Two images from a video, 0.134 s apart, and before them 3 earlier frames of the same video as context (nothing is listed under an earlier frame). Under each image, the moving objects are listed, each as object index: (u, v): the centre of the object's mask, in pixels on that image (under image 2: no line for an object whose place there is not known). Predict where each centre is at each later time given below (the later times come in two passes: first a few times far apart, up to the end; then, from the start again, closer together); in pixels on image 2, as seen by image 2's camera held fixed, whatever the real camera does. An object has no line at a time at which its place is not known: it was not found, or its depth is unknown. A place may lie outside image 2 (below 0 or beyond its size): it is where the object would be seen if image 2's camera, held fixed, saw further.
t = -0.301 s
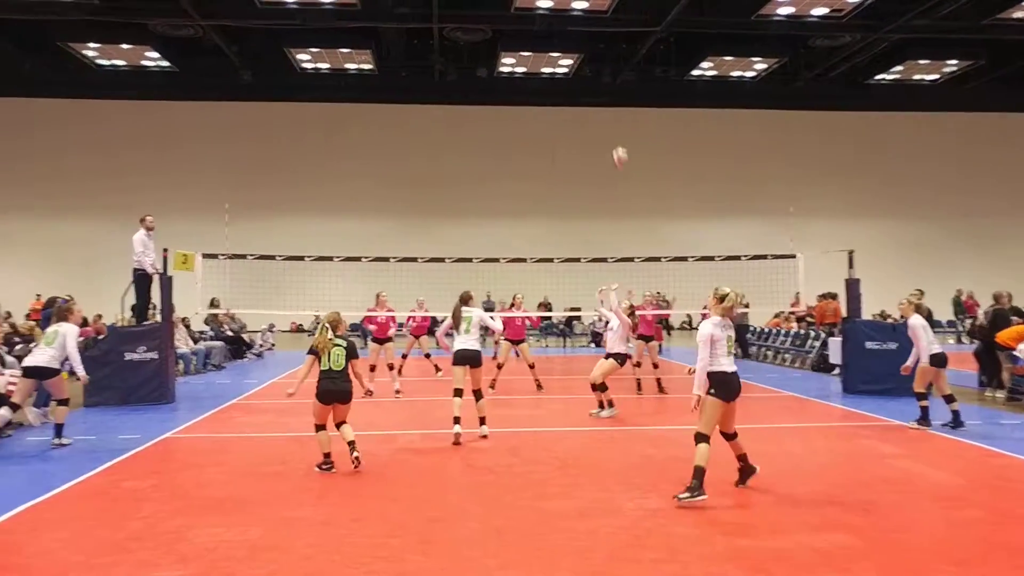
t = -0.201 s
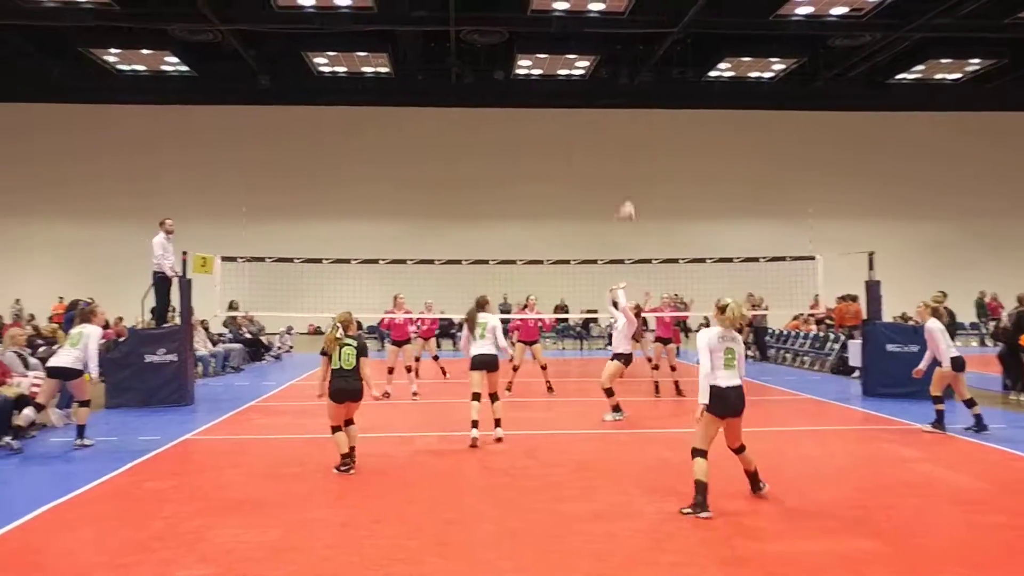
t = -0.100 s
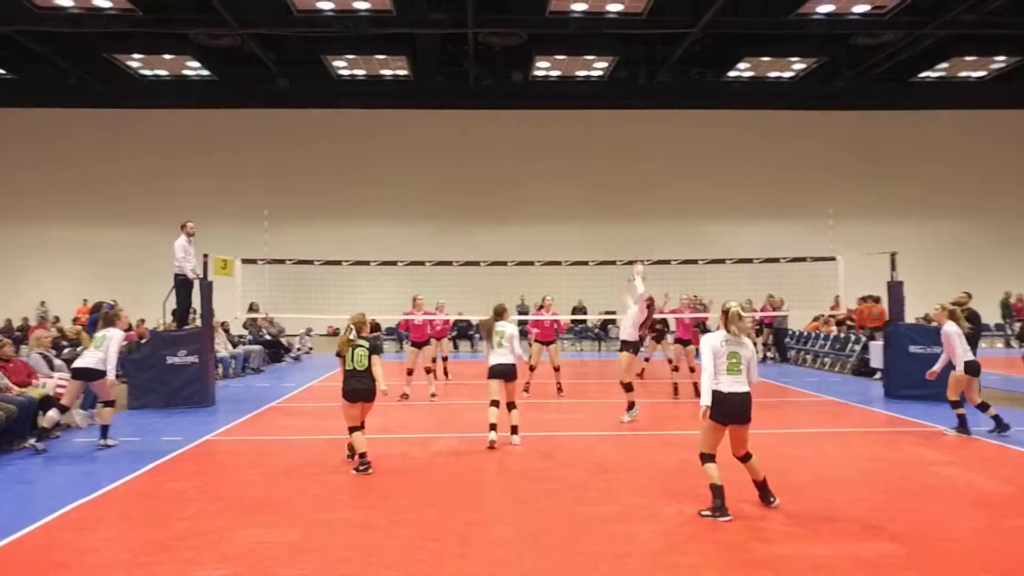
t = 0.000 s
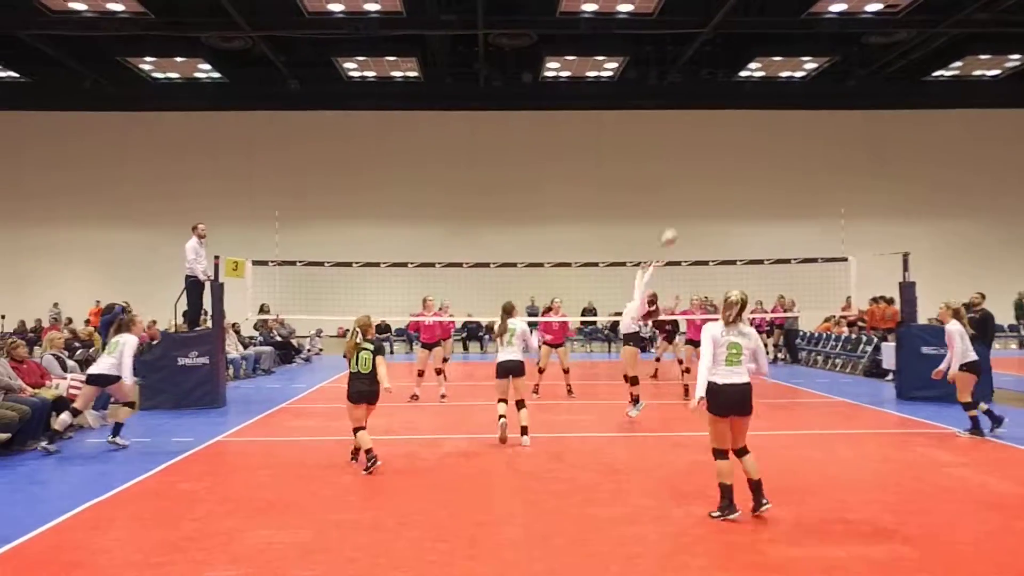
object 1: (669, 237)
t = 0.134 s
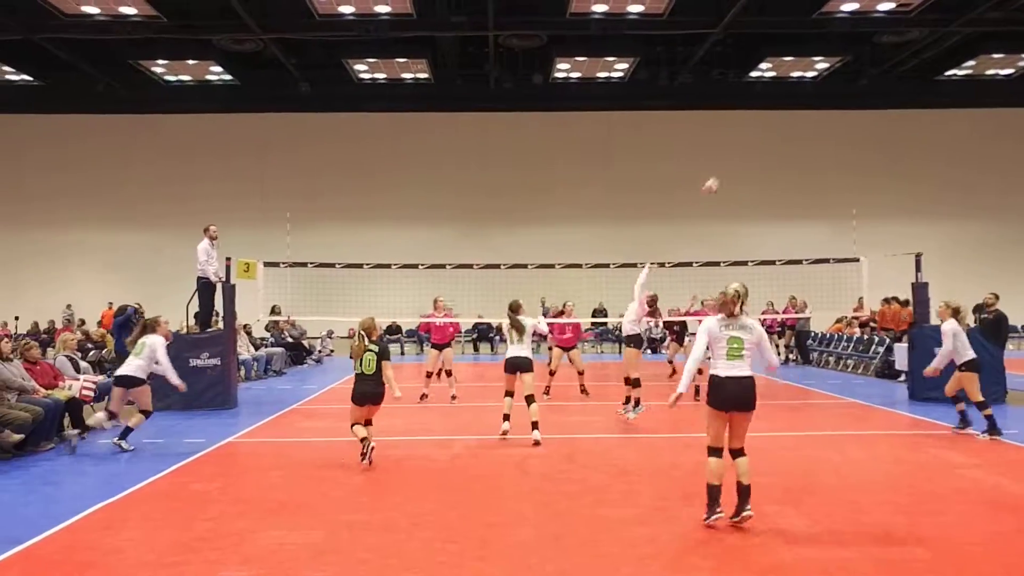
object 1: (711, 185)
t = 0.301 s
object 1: (755, 139)
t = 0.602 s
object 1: (821, 109)
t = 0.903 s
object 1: (885, 144)
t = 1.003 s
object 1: (906, 170)
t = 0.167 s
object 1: (721, 174)
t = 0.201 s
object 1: (730, 164)
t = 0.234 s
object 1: (738, 156)
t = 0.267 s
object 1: (747, 147)
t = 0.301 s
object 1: (755, 139)
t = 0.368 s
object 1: (773, 127)
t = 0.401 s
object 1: (780, 122)
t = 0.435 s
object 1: (786, 118)
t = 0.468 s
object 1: (793, 115)
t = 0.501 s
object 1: (799, 112)
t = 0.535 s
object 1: (807, 111)
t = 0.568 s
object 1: (814, 110)
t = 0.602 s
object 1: (821, 109)
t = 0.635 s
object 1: (829, 110)
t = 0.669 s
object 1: (836, 112)
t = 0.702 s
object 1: (843, 114)
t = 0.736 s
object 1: (850, 117)
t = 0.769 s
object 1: (857, 121)
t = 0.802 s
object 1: (864, 126)
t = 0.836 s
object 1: (871, 130)
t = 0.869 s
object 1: (879, 137)
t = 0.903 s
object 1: (885, 144)
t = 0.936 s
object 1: (892, 153)
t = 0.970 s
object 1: (898, 160)
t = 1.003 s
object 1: (906, 170)
